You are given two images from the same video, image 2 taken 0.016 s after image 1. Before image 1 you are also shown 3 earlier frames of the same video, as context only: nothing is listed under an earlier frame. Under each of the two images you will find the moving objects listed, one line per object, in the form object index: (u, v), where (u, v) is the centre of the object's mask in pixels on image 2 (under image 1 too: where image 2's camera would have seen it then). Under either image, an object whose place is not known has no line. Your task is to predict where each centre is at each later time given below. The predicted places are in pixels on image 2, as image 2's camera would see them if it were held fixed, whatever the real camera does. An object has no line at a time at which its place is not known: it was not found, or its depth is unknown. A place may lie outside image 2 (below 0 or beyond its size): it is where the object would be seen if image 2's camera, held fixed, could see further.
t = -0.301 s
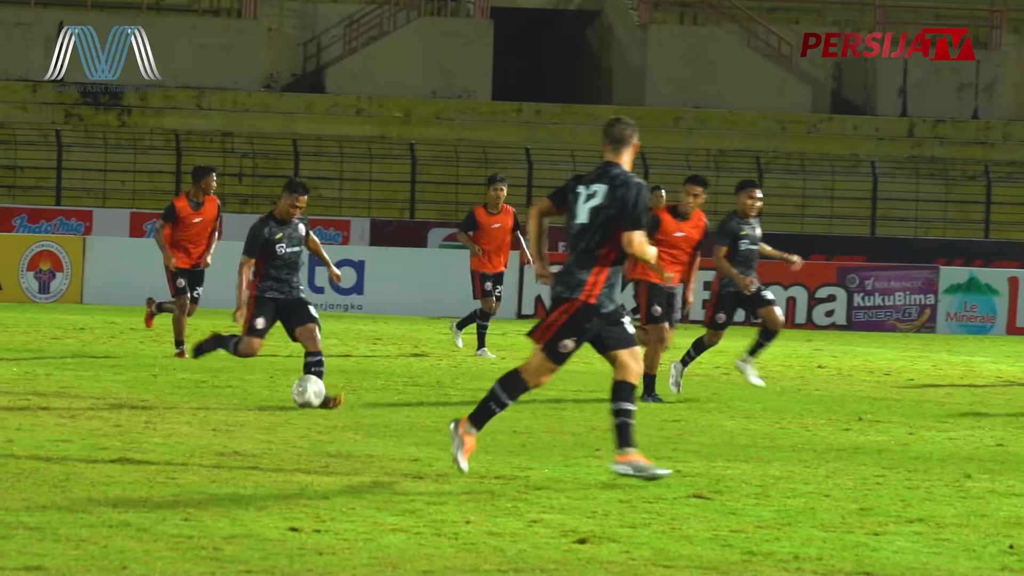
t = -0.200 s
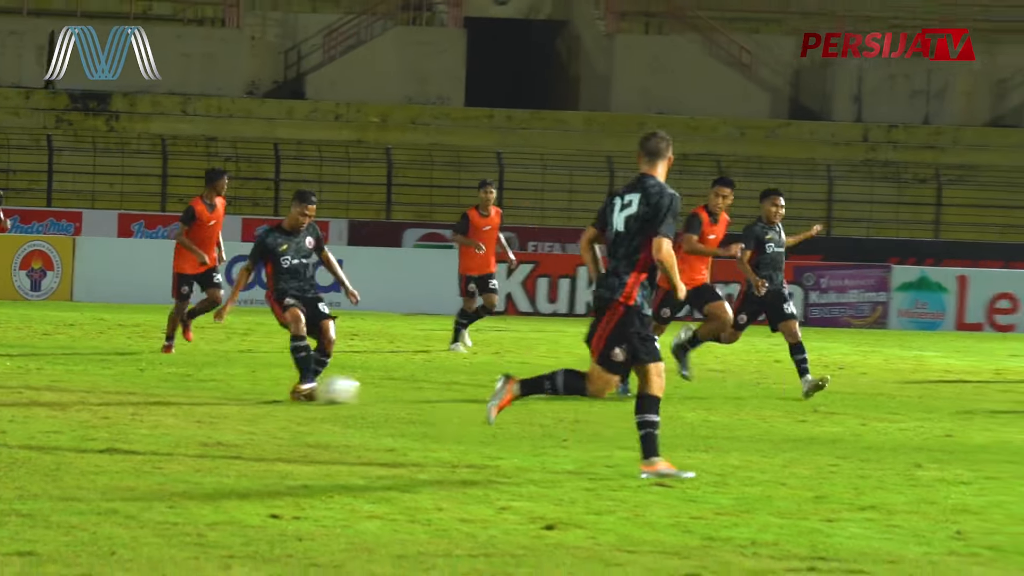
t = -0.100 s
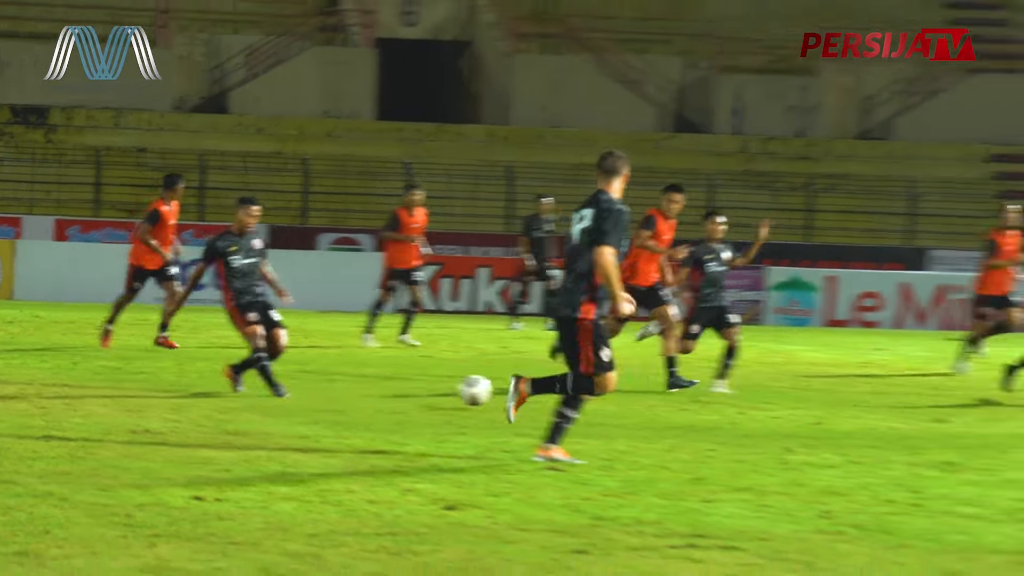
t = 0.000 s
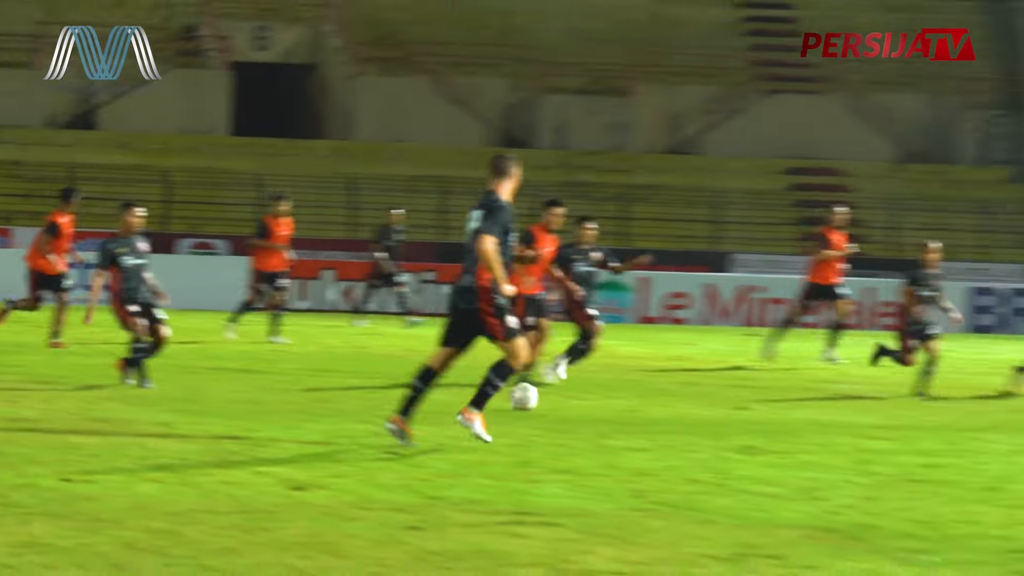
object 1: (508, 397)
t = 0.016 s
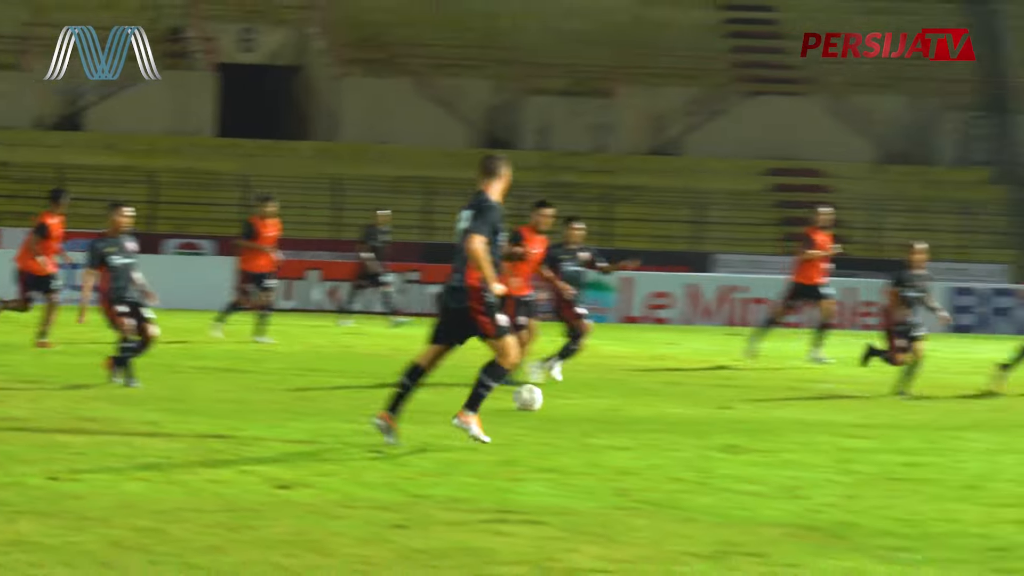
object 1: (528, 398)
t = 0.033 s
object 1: (568, 401)
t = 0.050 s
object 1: (607, 403)
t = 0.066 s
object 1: (627, 403)
